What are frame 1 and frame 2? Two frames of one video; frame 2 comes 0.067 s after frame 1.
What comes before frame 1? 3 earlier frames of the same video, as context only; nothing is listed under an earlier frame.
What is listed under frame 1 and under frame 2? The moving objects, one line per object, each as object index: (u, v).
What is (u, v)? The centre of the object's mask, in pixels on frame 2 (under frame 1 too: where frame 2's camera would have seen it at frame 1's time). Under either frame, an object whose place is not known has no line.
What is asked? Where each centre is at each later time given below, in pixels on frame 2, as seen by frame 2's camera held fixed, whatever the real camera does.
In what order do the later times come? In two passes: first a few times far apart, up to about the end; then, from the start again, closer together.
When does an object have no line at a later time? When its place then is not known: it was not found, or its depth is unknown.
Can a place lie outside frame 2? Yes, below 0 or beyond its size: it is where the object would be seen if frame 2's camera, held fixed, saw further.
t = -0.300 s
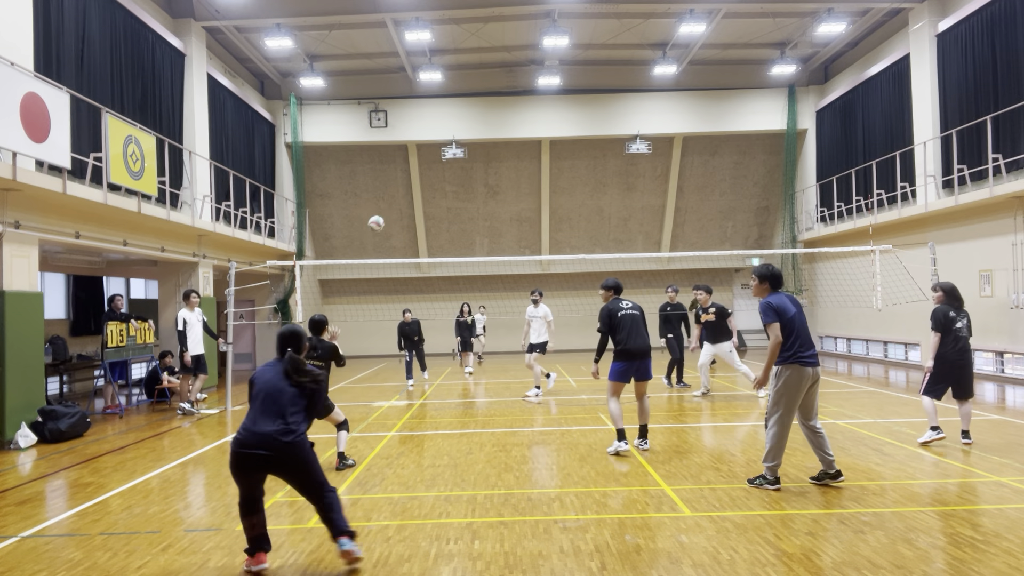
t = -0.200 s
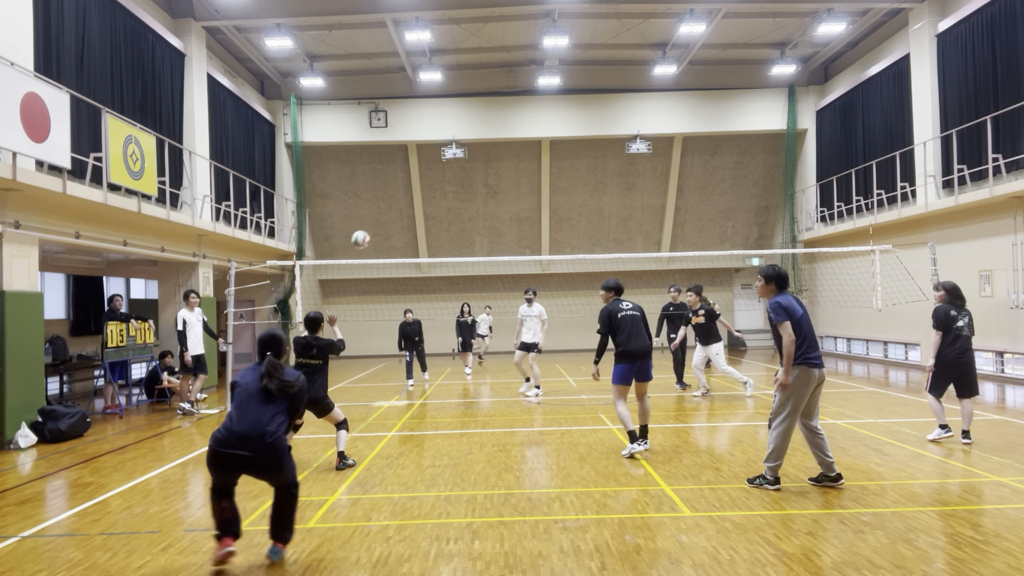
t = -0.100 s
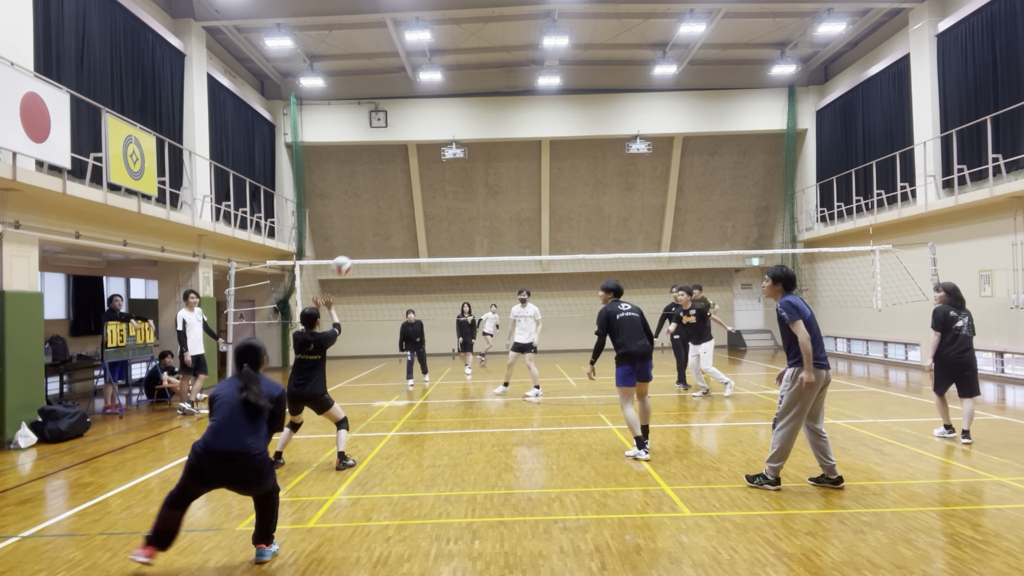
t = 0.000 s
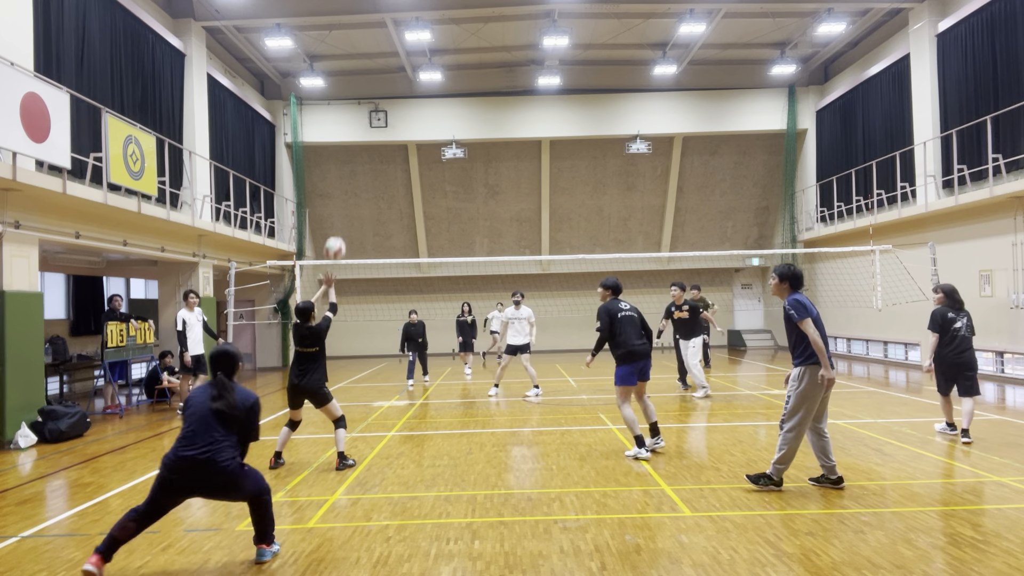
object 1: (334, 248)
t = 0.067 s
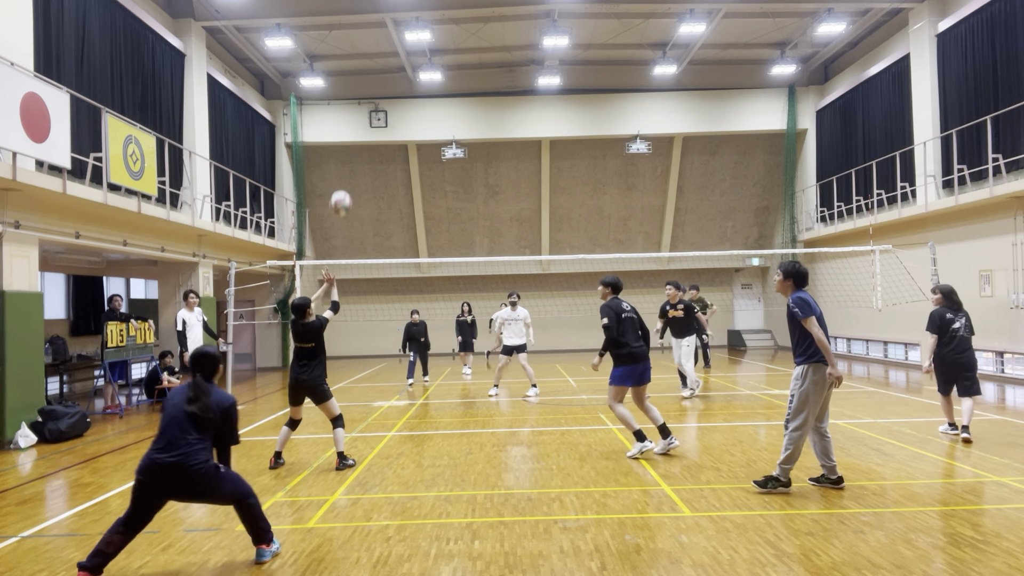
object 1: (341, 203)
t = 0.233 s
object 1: (354, 108)
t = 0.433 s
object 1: (370, 36)
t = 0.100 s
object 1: (343, 181)
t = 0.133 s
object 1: (346, 161)
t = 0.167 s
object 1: (349, 145)
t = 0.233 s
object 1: (354, 108)
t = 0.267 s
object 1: (356, 94)
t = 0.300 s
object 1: (359, 80)
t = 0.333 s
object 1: (362, 67)
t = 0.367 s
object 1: (364, 54)
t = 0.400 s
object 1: (368, 46)
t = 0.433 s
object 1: (370, 36)
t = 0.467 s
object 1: (373, 28)
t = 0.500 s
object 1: (376, 22)
